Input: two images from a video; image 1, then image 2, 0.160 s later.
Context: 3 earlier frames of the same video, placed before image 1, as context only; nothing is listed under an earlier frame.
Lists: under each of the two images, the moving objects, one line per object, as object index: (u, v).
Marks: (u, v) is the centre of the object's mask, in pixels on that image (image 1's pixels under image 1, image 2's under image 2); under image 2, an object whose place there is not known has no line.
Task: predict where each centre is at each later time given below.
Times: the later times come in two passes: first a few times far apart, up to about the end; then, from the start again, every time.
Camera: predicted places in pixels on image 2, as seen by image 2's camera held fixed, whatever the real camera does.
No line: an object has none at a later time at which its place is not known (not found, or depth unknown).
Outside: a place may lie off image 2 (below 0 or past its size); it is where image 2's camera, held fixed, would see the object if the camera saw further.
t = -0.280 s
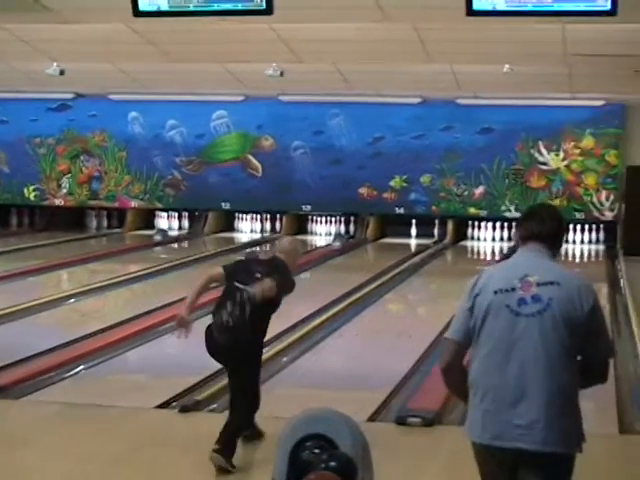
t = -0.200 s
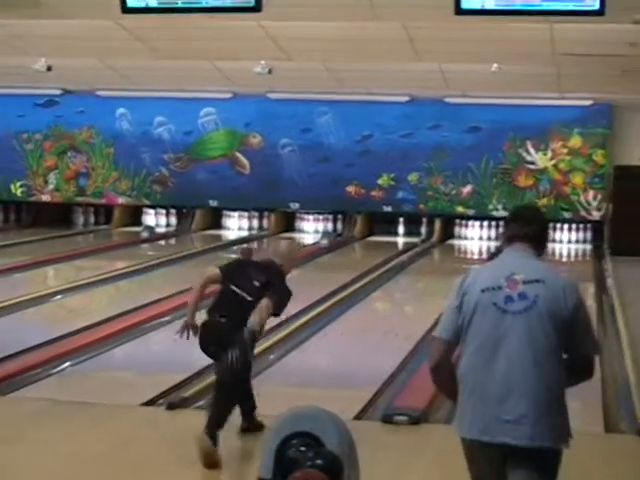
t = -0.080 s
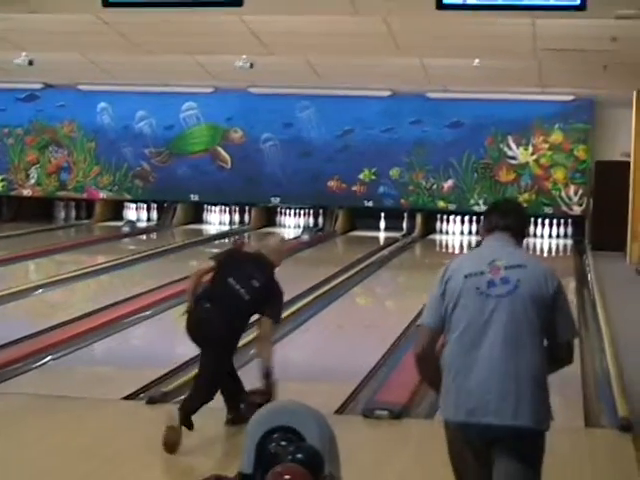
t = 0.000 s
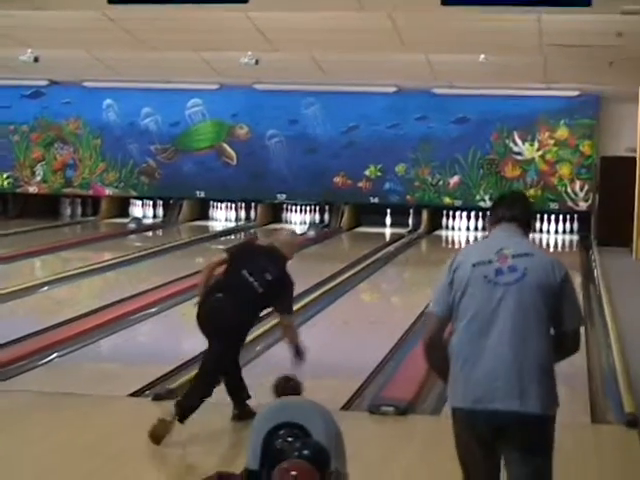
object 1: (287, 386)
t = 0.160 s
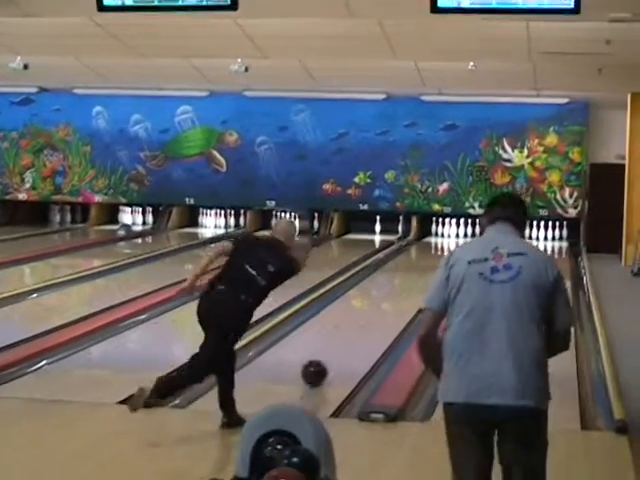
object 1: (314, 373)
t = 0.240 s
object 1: (329, 361)
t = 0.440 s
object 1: (362, 334)
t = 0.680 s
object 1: (390, 309)
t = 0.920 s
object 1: (411, 291)
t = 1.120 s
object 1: (425, 278)
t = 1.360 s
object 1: (434, 266)
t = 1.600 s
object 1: (442, 256)
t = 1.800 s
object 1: (448, 251)
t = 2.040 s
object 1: (449, 245)
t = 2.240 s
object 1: (448, 239)
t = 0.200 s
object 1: (322, 367)
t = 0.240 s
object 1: (329, 361)
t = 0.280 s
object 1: (337, 354)
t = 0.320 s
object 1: (344, 349)
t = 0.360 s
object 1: (349, 344)
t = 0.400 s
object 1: (356, 339)
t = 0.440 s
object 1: (362, 334)
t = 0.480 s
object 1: (367, 329)
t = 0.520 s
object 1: (372, 325)
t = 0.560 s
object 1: (377, 321)
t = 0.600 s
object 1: (381, 316)
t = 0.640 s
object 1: (386, 313)
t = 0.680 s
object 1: (390, 309)
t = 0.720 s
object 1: (394, 305)
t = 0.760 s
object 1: (399, 302)
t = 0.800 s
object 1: (402, 299)
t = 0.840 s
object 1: (406, 296)
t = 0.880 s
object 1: (409, 293)
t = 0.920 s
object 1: (411, 291)
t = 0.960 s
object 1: (415, 288)
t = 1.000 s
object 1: (418, 285)
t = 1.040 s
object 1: (420, 283)
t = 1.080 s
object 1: (422, 281)
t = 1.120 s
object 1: (425, 278)
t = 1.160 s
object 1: (427, 276)
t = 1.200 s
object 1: (429, 274)
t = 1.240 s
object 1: (431, 272)
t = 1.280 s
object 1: (432, 270)
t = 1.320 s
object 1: (434, 268)
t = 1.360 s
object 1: (434, 266)
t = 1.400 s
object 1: (435, 265)
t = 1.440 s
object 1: (437, 263)
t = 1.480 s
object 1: (438, 261)
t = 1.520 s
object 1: (439, 260)
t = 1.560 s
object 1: (441, 258)
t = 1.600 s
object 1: (442, 256)
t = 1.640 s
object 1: (443, 255)
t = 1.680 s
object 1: (445, 254)
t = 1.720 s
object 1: (446, 253)
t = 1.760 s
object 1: (447, 251)
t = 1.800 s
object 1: (448, 251)
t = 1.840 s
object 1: (448, 250)
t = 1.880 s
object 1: (449, 248)
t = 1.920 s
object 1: (449, 247)
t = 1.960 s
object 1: (449, 247)
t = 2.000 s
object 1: (449, 246)
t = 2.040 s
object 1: (449, 245)
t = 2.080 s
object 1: (449, 244)
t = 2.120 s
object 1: (448, 244)
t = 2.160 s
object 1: (448, 242)
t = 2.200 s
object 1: (448, 241)
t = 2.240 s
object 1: (448, 239)
